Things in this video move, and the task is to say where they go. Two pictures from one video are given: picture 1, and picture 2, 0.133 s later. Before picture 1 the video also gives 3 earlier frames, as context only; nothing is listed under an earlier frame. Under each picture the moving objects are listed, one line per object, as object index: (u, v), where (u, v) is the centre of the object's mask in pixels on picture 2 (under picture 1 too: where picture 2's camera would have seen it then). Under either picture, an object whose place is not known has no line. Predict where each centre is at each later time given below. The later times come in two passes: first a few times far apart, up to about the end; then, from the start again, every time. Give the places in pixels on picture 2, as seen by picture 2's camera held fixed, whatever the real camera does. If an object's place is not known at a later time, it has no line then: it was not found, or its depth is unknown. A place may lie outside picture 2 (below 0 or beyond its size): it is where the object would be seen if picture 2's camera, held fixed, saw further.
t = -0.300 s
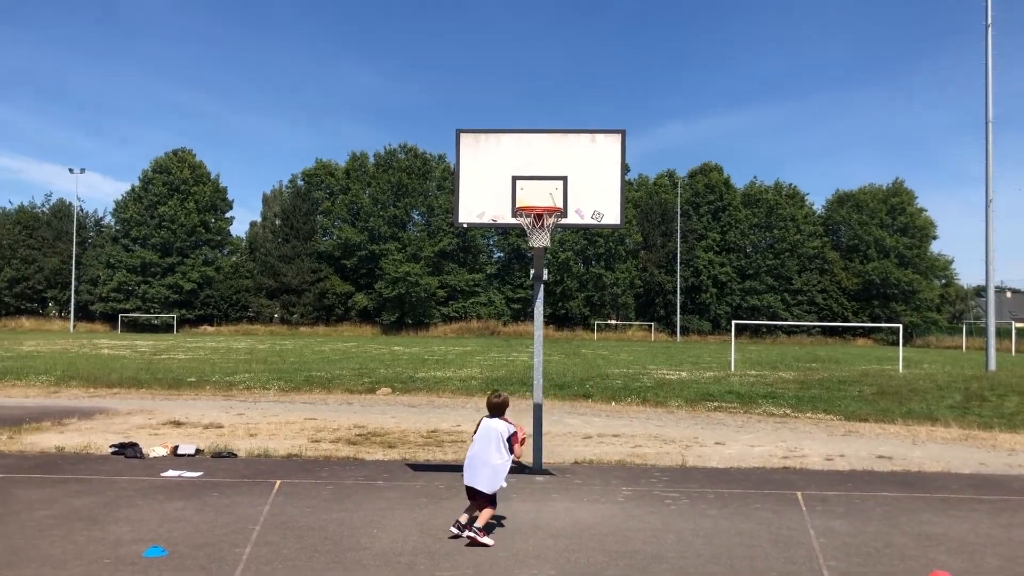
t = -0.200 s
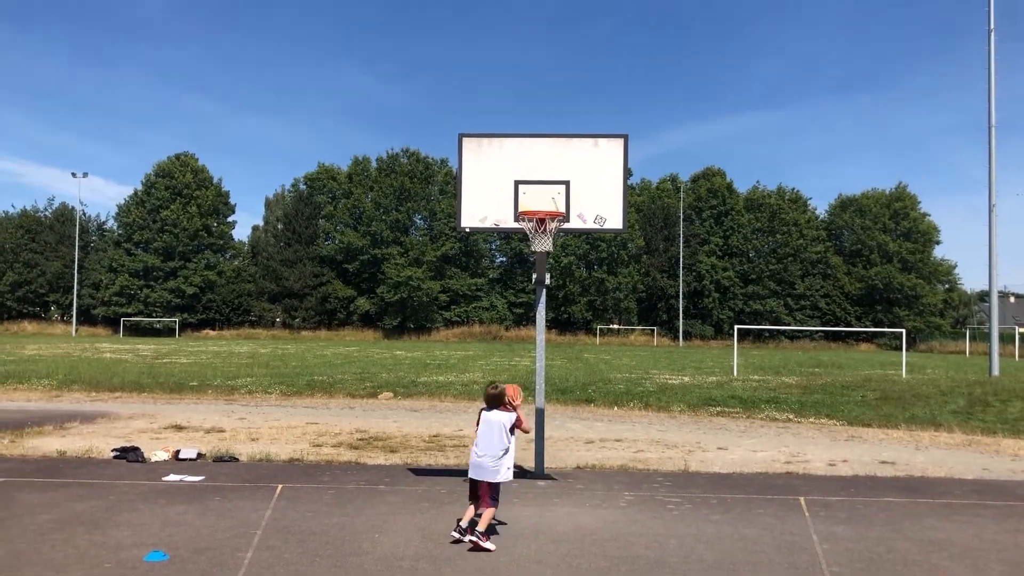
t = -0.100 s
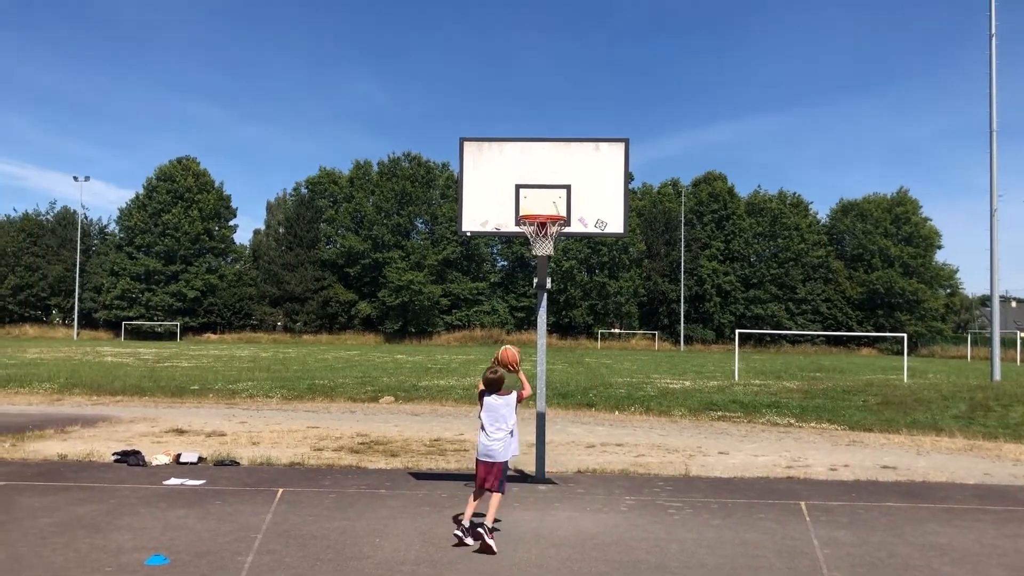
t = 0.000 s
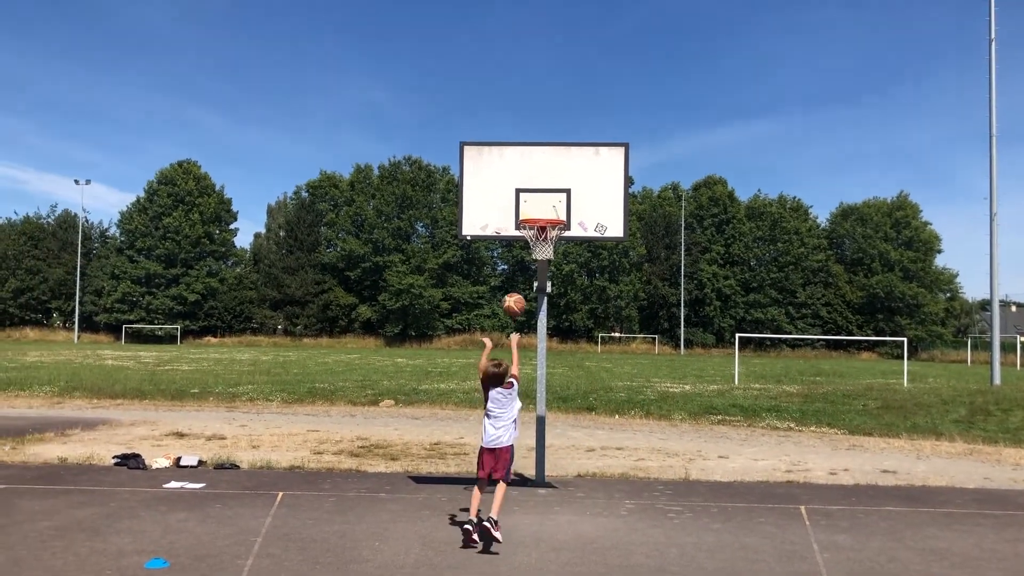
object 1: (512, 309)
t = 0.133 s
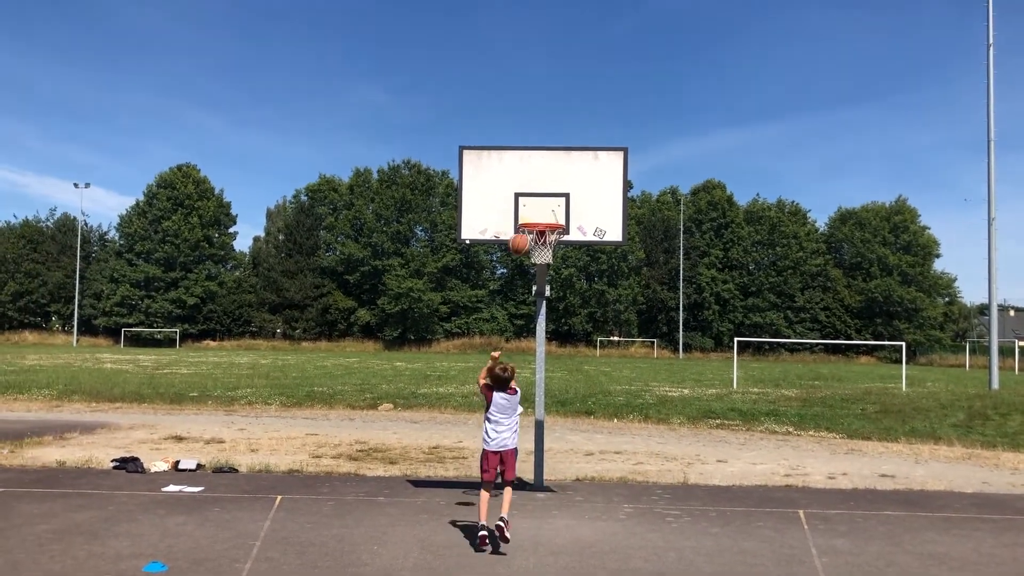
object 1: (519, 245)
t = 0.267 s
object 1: (526, 203)
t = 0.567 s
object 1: (537, 174)
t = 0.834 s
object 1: (543, 213)
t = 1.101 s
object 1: (542, 260)
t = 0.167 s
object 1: (521, 233)
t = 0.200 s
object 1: (522, 222)
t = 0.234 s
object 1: (524, 212)
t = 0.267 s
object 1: (526, 203)
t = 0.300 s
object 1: (527, 195)
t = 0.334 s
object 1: (529, 189)
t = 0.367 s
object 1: (530, 183)
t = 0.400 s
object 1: (531, 179)
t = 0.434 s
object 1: (532, 176)
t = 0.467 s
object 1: (534, 174)
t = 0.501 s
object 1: (535, 173)
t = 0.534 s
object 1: (536, 173)
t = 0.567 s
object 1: (537, 174)
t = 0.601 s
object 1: (538, 176)
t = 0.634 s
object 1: (539, 180)
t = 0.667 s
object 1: (540, 184)
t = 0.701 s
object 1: (541, 189)
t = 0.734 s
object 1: (542, 195)
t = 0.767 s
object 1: (542, 201)
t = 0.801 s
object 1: (542, 207)
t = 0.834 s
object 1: (543, 213)
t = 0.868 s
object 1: (542, 217)
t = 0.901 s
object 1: (541, 234)
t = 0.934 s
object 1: (544, 237)
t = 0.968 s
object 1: (543, 245)
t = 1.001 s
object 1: (541, 245)
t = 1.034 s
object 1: (542, 245)
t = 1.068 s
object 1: (539, 245)
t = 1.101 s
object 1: (542, 260)
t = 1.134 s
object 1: (541, 261)
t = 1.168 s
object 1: (540, 262)
